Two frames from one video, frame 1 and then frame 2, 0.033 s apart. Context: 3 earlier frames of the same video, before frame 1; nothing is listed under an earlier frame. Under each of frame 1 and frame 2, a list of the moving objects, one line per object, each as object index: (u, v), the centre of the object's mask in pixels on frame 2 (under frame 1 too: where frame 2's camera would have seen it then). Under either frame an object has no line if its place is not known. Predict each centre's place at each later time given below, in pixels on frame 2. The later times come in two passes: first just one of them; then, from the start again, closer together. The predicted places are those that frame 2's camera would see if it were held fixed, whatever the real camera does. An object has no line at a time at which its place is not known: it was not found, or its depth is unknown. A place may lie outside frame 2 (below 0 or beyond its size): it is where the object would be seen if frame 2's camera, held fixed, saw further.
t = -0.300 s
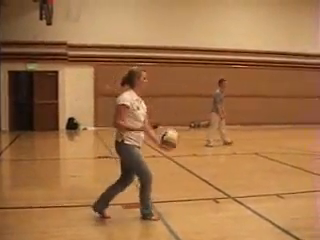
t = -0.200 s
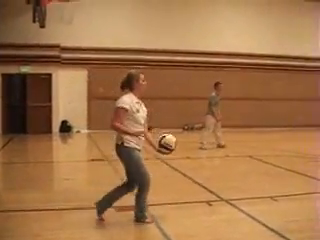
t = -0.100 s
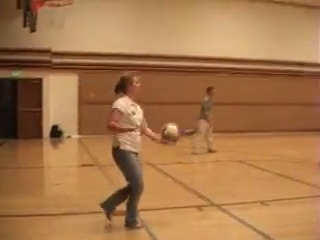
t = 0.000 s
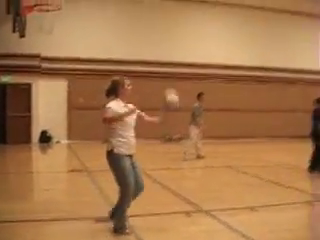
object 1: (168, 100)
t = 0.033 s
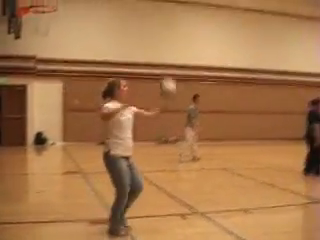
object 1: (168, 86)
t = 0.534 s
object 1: (191, 1)
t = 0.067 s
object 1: (171, 75)
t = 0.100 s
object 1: (170, 63)
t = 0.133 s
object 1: (171, 53)
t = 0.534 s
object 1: (191, 1)
